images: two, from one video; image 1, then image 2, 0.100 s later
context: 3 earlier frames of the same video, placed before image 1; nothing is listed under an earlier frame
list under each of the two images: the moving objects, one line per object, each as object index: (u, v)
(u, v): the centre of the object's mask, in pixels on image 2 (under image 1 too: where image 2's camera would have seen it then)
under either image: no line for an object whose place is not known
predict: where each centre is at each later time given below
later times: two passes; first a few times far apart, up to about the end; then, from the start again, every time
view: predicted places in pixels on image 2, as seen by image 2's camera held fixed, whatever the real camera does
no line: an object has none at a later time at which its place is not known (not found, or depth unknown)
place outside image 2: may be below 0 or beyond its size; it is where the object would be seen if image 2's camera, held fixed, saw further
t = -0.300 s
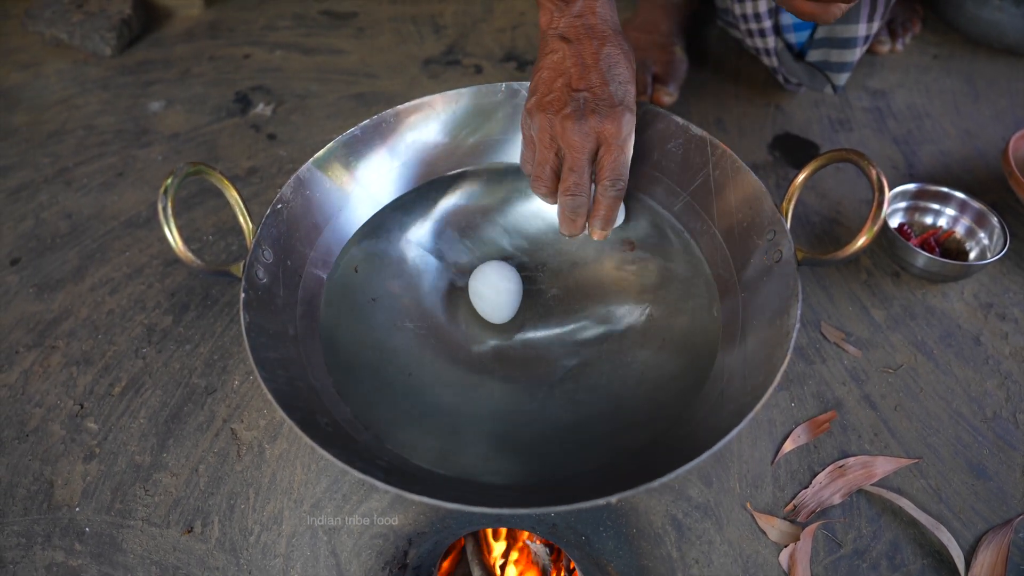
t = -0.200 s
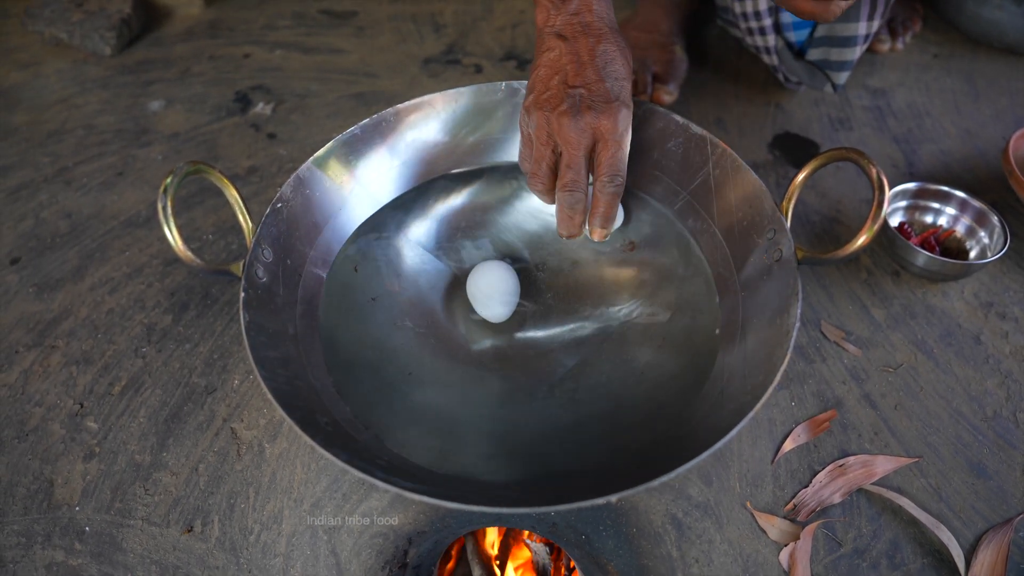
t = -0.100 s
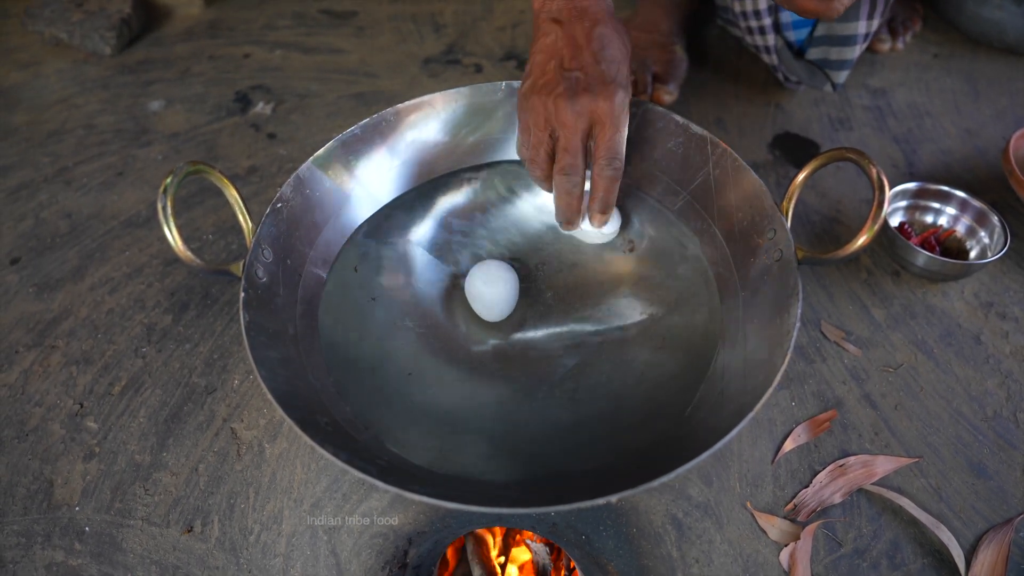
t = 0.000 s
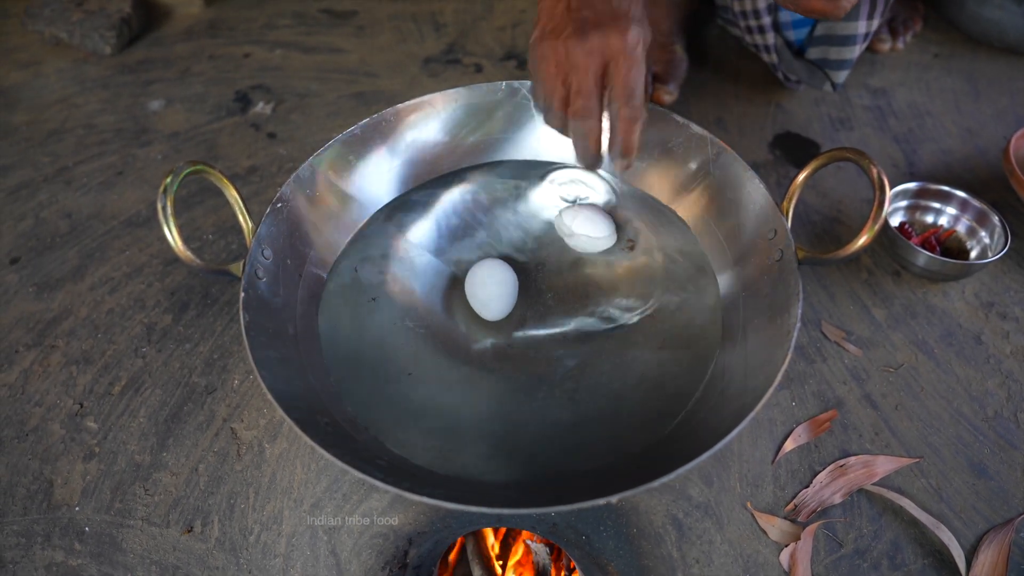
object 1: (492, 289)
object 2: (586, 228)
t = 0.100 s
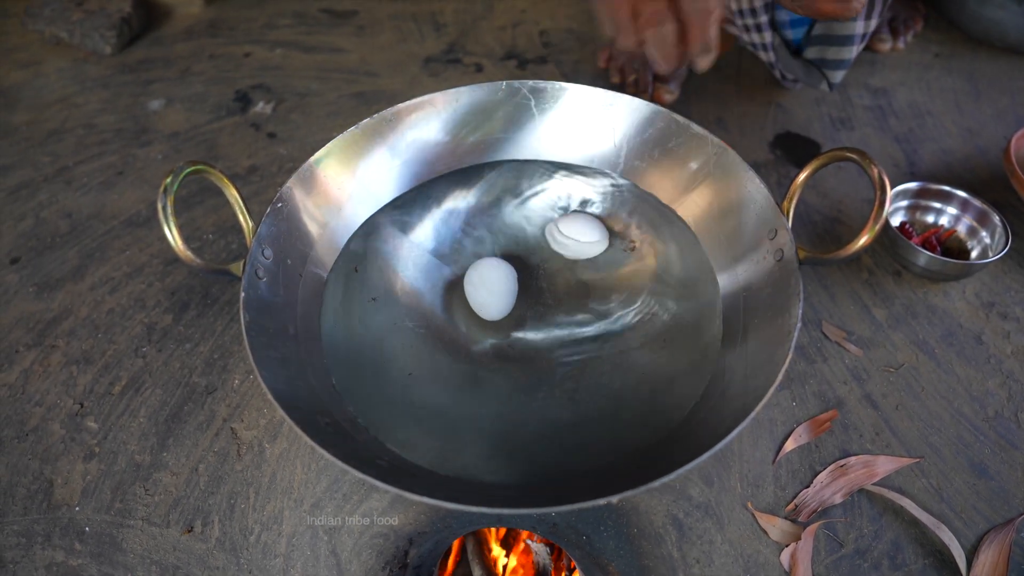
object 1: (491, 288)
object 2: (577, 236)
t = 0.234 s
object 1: (491, 289)
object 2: (565, 247)
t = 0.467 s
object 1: (491, 291)
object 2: (545, 263)
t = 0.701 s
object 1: (481, 293)
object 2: (539, 273)
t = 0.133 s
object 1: (491, 288)
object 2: (574, 239)
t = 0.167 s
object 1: (491, 289)
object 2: (572, 242)
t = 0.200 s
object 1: (491, 289)
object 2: (569, 244)
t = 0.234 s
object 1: (491, 289)
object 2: (565, 247)
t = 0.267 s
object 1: (491, 289)
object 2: (562, 249)
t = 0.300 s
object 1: (491, 290)
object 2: (559, 252)
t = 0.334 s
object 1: (491, 290)
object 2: (556, 254)
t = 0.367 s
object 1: (491, 291)
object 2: (554, 257)
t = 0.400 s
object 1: (491, 291)
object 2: (551, 258)
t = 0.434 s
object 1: (492, 291)
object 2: (548, 261)
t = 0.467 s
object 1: (491, 291)
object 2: (545, 263)
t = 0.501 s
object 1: (491, 291)
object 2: (543, 265)
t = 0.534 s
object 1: (491, 291)
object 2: (541, 267)
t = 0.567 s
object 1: (489, 292)
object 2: (541, 268)
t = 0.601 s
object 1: (487, 292)
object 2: (540, 269)
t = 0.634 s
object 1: (485, 293)
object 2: (540, 270)
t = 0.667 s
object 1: (482, 293)
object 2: (540, 272)
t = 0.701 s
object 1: (481, 293)
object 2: (539, 273)
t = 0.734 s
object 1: (479, 293)
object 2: (539, 274)
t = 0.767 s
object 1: (477, 294)
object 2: (539, 275)
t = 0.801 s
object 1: (475, 294)
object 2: (539, 277)
